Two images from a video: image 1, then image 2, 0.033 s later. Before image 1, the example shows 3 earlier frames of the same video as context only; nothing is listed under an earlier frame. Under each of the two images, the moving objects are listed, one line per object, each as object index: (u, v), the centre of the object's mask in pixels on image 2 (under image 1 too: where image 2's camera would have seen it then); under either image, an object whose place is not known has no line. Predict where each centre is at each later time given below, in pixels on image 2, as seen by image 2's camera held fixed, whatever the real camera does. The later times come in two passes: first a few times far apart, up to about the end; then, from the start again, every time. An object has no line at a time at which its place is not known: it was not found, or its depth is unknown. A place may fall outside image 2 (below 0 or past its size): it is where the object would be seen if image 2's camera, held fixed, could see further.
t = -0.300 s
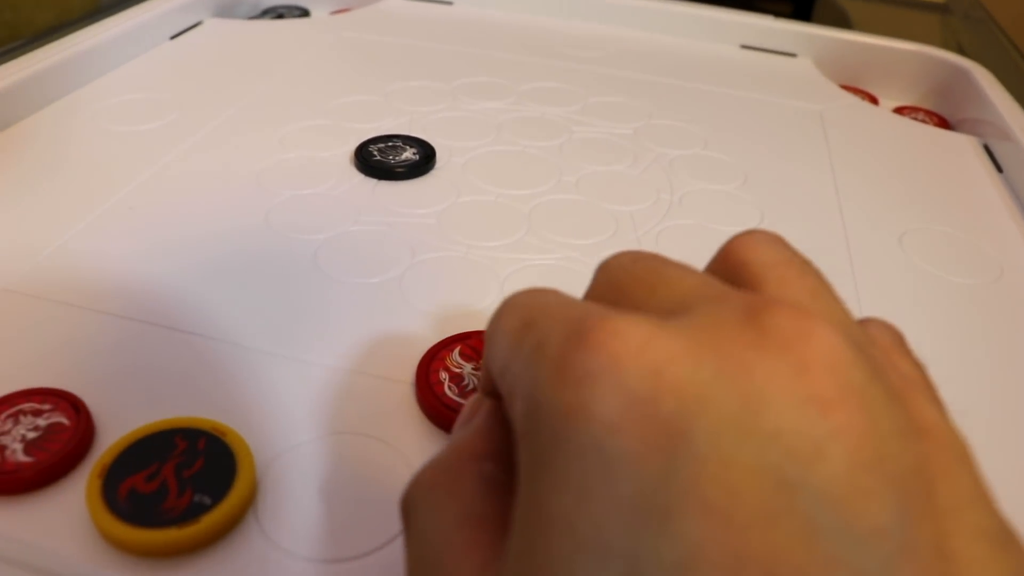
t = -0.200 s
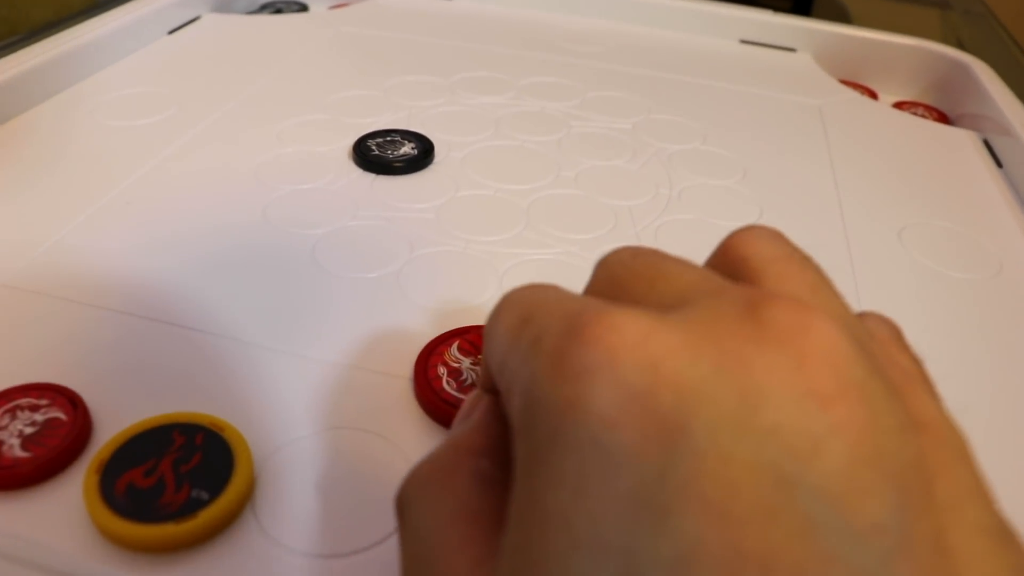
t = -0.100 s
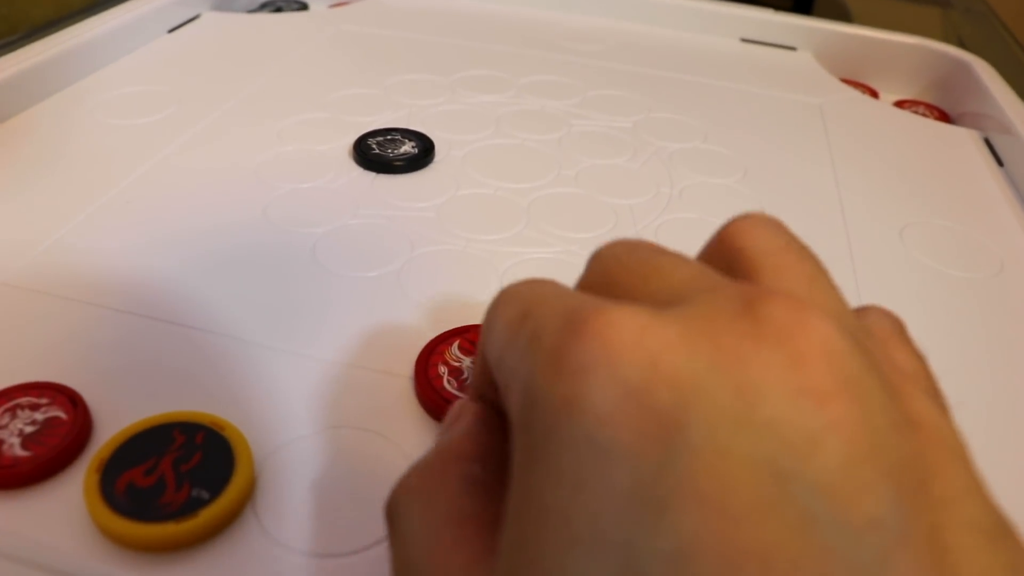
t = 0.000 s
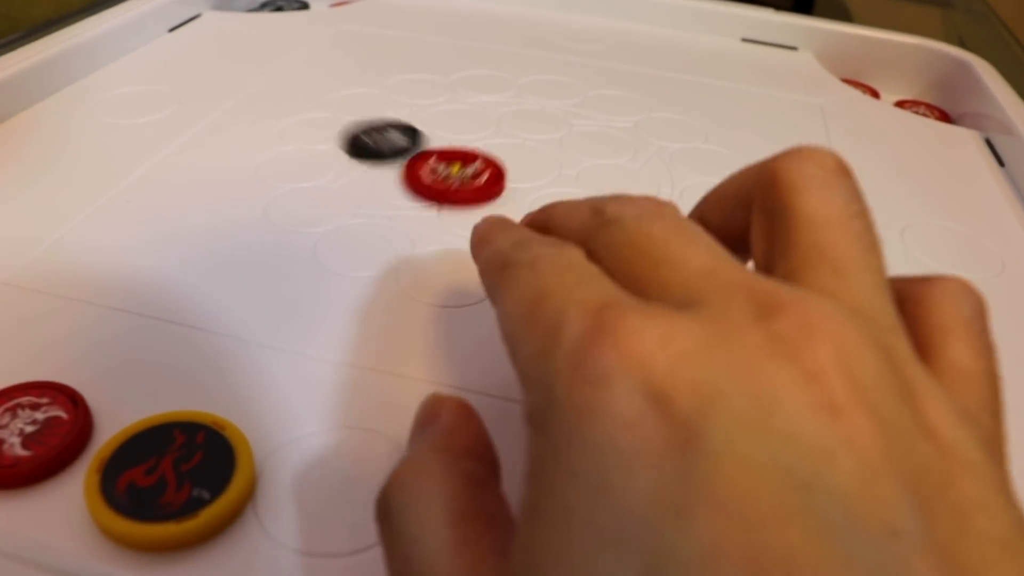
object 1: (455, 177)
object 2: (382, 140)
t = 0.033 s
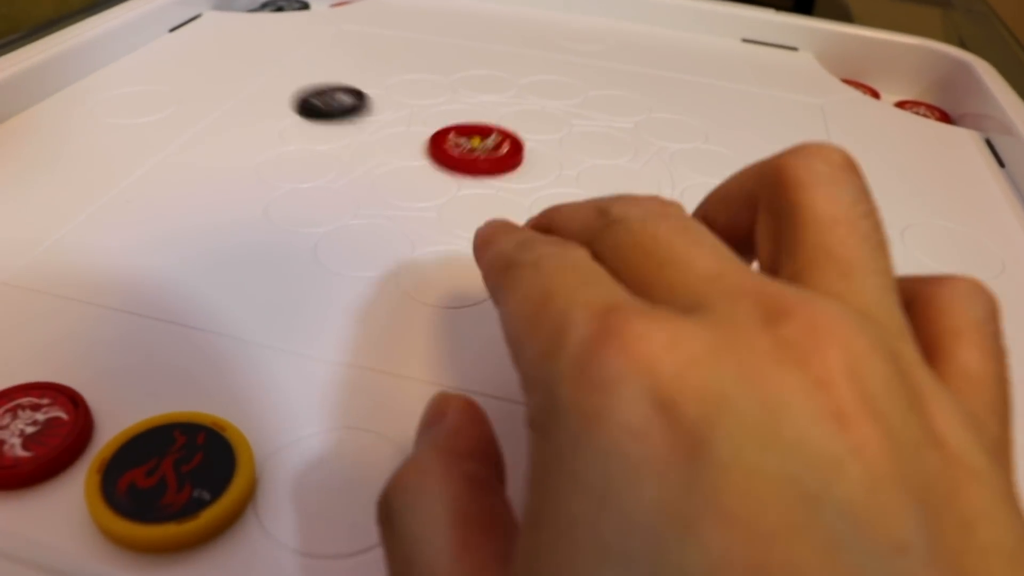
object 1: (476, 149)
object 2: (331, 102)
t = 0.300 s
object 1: (564, 37)
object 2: (452, 7)
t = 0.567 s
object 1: (642, 38)
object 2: (482, 21)
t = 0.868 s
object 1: (655, 42)
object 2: (482, 20)
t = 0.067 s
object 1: (494, 126)
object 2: (288, 71)
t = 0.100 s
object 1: (509, 106)
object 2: (253, 46)
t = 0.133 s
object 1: (522, 90)
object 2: (224, 25)
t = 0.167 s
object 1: (533, 75)
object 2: (253, 16)
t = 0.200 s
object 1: (542, 63)
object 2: (311, 13)
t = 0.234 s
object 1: (551, 53)
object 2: (362, 10)
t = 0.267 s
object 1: (557, 44)
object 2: (409, 8)
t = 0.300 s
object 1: (564, 37)
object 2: (452, 7)
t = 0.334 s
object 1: (569, 30)
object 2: (490, 7)
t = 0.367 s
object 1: (574, 25)
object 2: (513, 14)
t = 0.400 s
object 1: (591, 23)
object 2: (507, 17)
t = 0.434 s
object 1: (606, 24)
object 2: (497, 19)
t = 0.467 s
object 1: (618, 28)
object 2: (490, 20)
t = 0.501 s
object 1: (627, 32)
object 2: (485, 21)
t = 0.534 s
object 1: (635, 36)
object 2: (482, 21)
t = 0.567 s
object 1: (642, 38)
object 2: (482, 21)
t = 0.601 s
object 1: (647, 40)
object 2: (482, 21)
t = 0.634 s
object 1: (651, 42)
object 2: (482, 21)
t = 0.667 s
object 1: (654, 42)
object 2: (482, 21)
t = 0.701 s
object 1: (655, 42)
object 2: (482, 21)
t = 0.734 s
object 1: (655, 42)
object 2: (482, 21)
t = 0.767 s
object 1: (655, 42)
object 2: (482, 21)
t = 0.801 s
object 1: (655, 42)
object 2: (482, 21)
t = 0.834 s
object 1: (655, 42)
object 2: (482, 20)
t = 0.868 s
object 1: (655, 42)
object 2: (482, 20)
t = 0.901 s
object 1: (655, 41)
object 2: (482, 20)
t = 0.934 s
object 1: (655, 41)
